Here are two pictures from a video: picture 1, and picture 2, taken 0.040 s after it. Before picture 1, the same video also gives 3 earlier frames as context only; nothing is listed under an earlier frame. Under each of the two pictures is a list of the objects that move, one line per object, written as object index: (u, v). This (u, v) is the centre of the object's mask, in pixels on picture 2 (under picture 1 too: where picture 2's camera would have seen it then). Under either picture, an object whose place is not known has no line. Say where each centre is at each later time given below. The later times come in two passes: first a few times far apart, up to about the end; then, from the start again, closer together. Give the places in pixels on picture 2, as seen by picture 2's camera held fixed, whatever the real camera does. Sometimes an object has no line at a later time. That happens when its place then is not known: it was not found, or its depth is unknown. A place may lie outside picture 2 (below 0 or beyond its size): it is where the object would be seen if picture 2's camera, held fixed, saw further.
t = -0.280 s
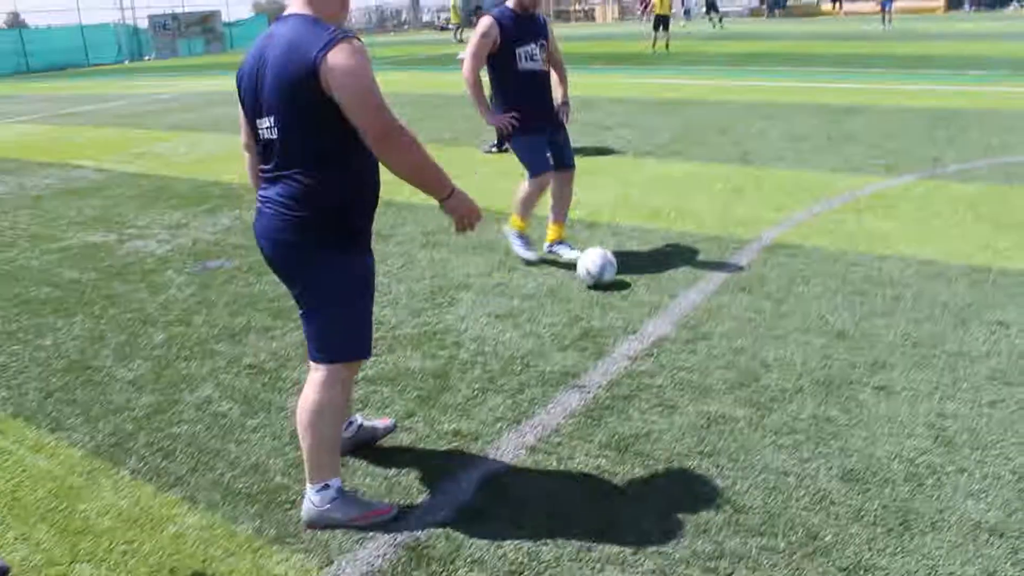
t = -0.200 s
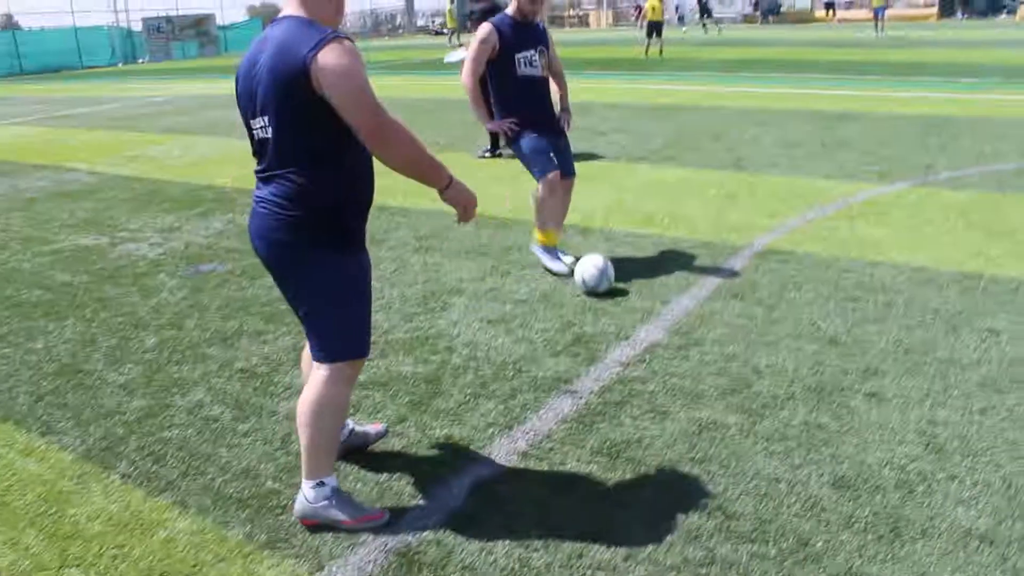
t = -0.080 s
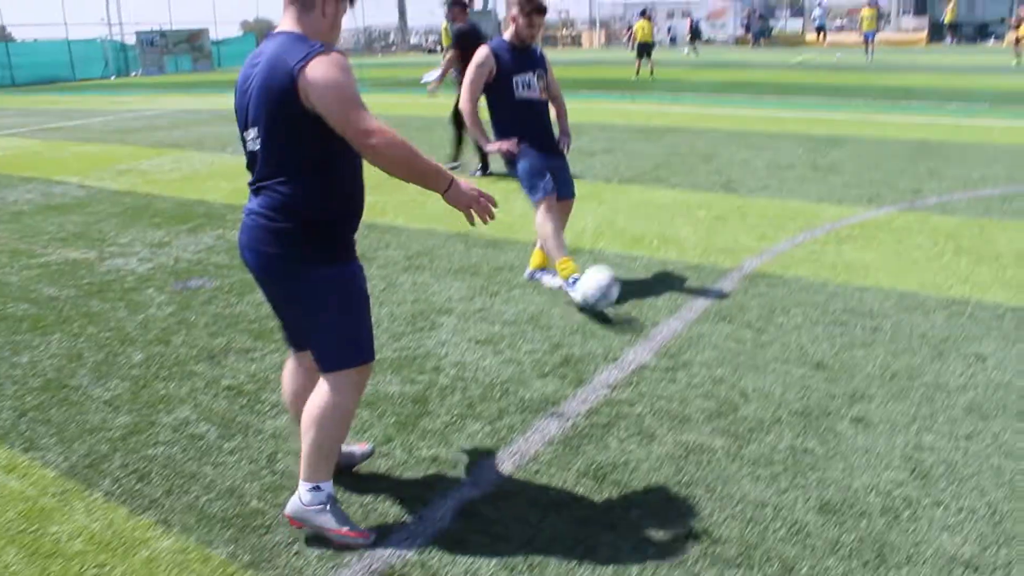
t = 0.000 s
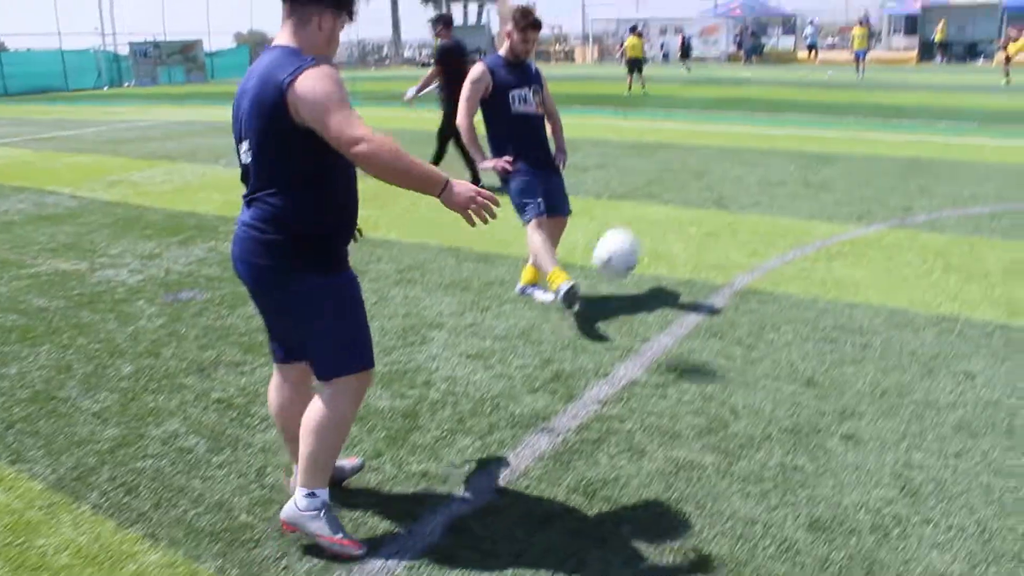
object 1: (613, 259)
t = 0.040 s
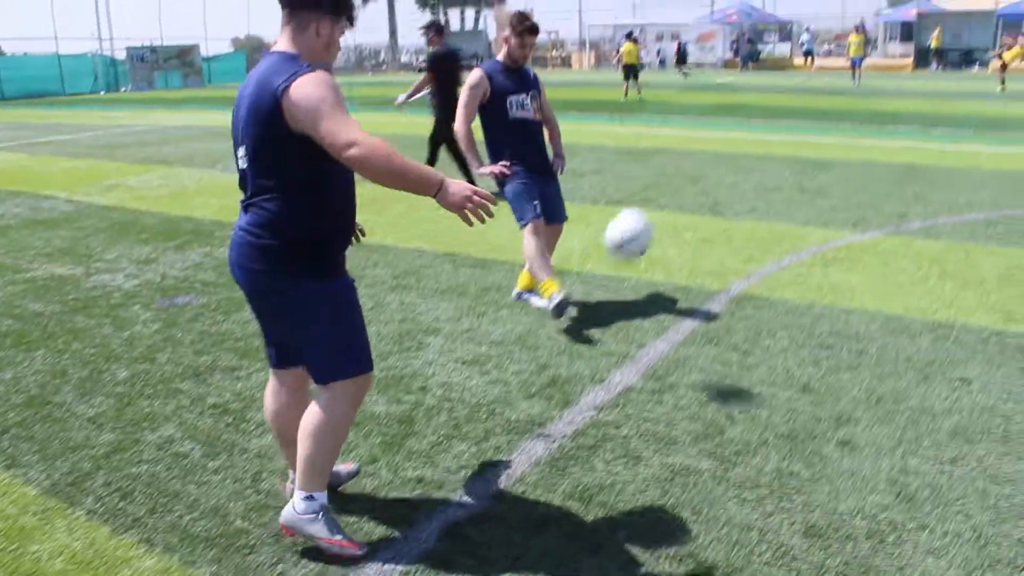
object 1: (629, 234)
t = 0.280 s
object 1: (771, 118)
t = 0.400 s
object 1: (890, 103)
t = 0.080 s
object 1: (646, 210)
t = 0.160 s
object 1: (685, 168)
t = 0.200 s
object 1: (710, 149)
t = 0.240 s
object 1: (738, 132)
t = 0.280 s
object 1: (771, 118)
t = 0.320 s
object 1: (805, 108)
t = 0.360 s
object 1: (845, 103)
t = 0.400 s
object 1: (890, 103)
